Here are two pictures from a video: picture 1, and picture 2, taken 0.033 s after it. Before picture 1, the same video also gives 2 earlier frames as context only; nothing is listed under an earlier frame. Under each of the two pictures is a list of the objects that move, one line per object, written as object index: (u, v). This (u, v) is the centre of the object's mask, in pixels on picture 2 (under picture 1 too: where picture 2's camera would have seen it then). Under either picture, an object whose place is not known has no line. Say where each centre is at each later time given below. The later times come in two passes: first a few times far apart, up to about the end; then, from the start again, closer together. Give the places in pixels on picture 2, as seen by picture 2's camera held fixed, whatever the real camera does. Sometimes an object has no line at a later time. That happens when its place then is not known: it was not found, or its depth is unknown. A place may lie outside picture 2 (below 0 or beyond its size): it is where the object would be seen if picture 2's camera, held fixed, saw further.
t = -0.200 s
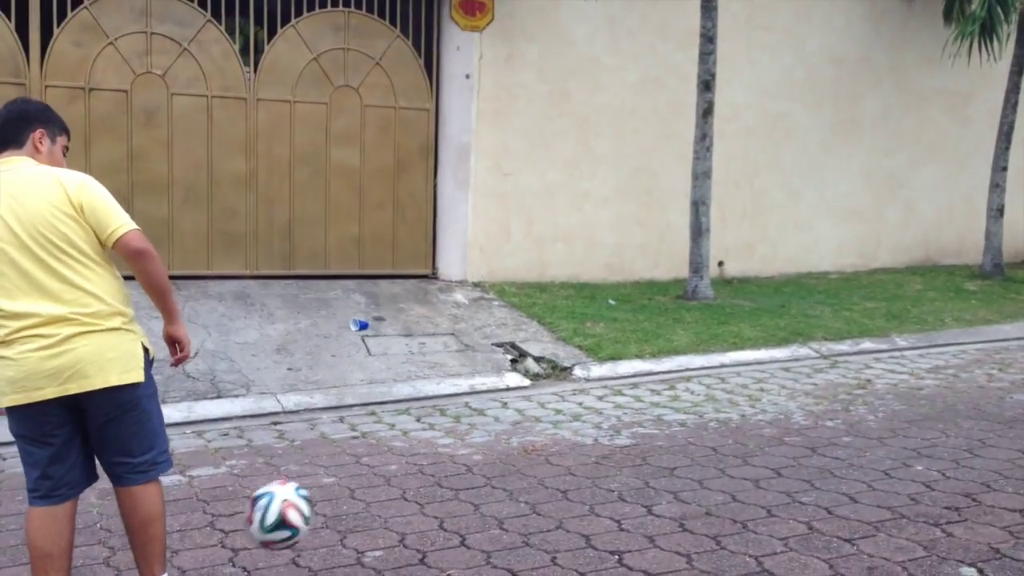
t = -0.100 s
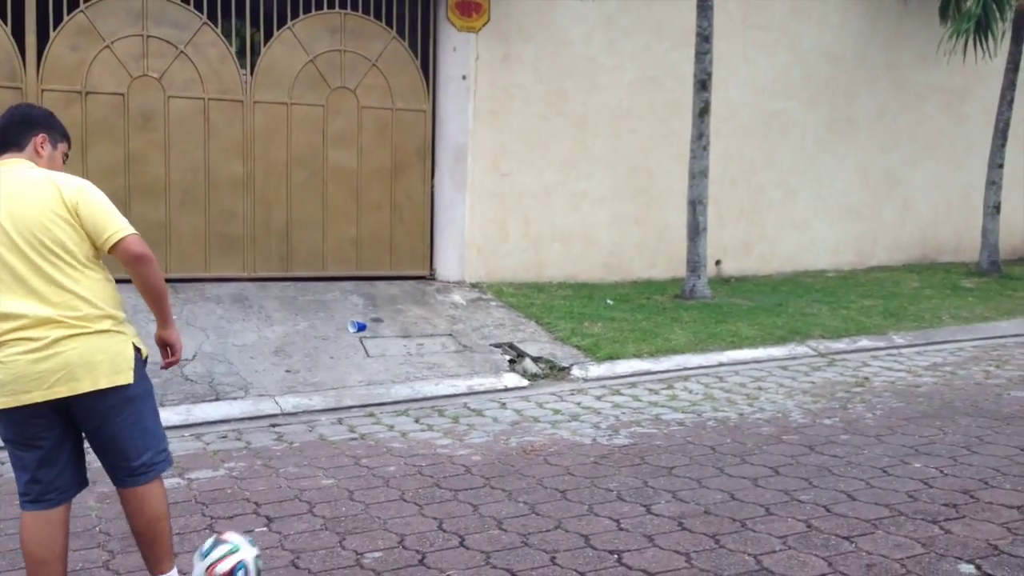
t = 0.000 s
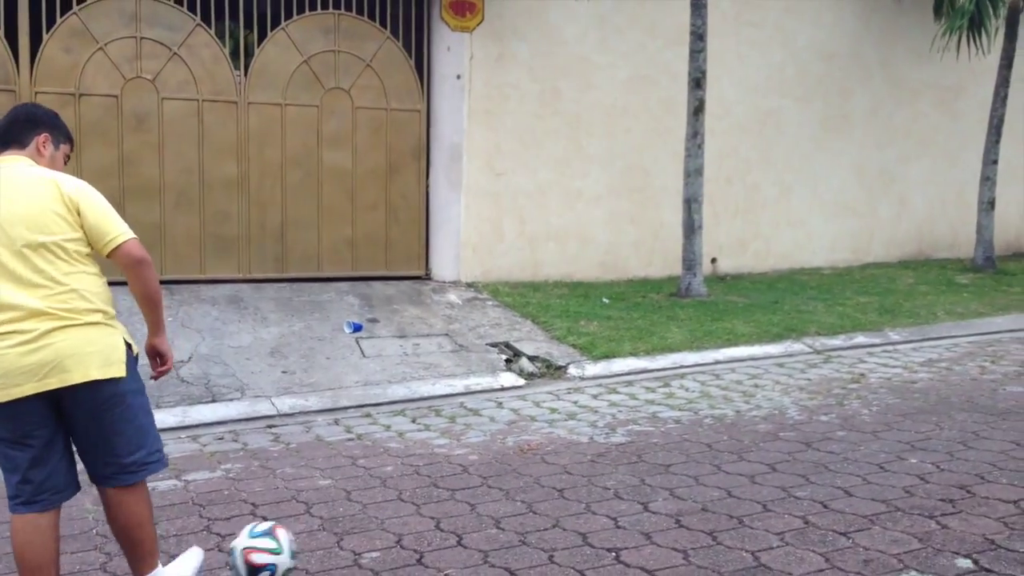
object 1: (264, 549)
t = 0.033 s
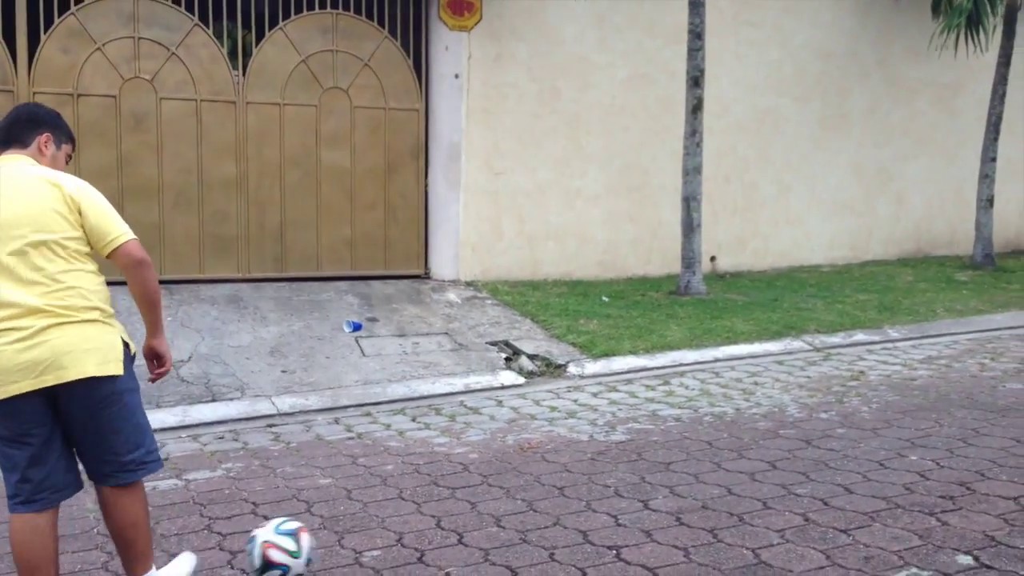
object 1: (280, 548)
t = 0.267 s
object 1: (378, 548)
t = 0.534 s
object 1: (471, 537)
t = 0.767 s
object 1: (540, 525)
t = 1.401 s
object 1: (683, 500)
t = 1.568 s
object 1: (708, 495)
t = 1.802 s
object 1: (737, 487)
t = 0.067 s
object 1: (297, 549)
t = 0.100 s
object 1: (313, 552)
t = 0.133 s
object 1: (328, 554)
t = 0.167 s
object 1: (341, 549)
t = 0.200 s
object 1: (353, 546)
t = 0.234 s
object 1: (366, 545)
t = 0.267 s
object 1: (378, 548)
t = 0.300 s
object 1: (389, 548)
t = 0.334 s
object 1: (402, 542)
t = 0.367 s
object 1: (414, 540)
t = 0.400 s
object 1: (426, 541)
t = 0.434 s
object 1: (438, 540)
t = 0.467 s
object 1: (448, 537)
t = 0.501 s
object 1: (460, 536)
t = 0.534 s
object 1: (471, 537)
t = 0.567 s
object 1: (481, 533)
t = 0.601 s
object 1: (491, 531)
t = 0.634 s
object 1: (501, 531)
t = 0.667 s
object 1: (512, 529)
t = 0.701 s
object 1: (521, 528)
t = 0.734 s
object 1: (531, 525)
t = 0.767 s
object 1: (540, 525)
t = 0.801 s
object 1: (549, 524)
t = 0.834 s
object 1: (559, 524)
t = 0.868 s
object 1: (567, 521)
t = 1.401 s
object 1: (683, 500)
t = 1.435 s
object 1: (689, 499)
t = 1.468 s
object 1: (693, 498)
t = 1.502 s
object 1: (698, 497)
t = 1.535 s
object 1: (703, 497)
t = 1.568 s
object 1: (708, 495)
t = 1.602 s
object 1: (713, 493)
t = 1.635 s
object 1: (717, 493)
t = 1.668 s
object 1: (722, 491)
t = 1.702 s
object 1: (725, 490)
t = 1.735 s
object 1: (729, 489)
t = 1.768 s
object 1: (733, 488)
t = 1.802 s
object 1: (737, 487)
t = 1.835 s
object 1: (740, 486)
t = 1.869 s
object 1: (744, 486)
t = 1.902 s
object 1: (746, 485)
